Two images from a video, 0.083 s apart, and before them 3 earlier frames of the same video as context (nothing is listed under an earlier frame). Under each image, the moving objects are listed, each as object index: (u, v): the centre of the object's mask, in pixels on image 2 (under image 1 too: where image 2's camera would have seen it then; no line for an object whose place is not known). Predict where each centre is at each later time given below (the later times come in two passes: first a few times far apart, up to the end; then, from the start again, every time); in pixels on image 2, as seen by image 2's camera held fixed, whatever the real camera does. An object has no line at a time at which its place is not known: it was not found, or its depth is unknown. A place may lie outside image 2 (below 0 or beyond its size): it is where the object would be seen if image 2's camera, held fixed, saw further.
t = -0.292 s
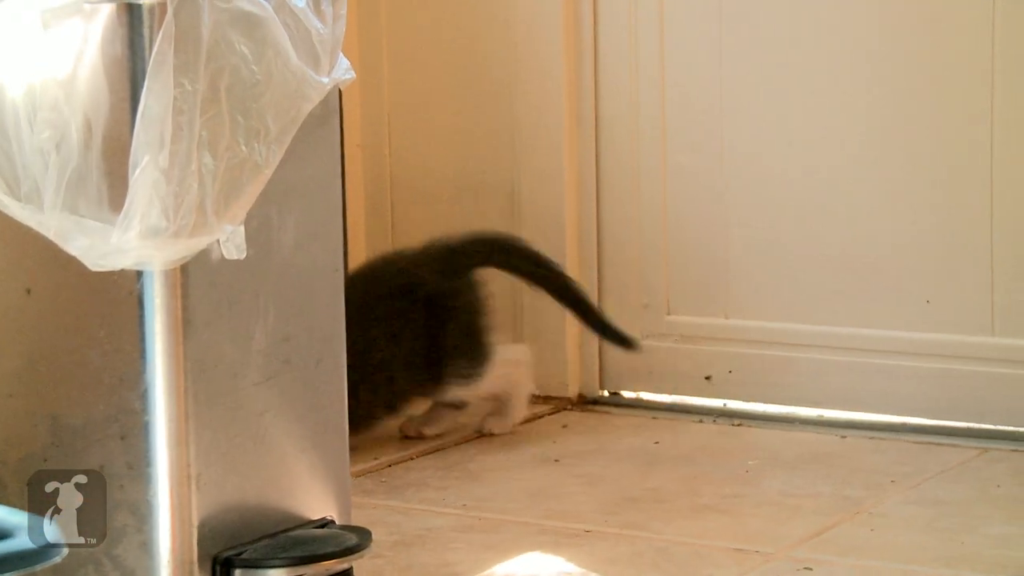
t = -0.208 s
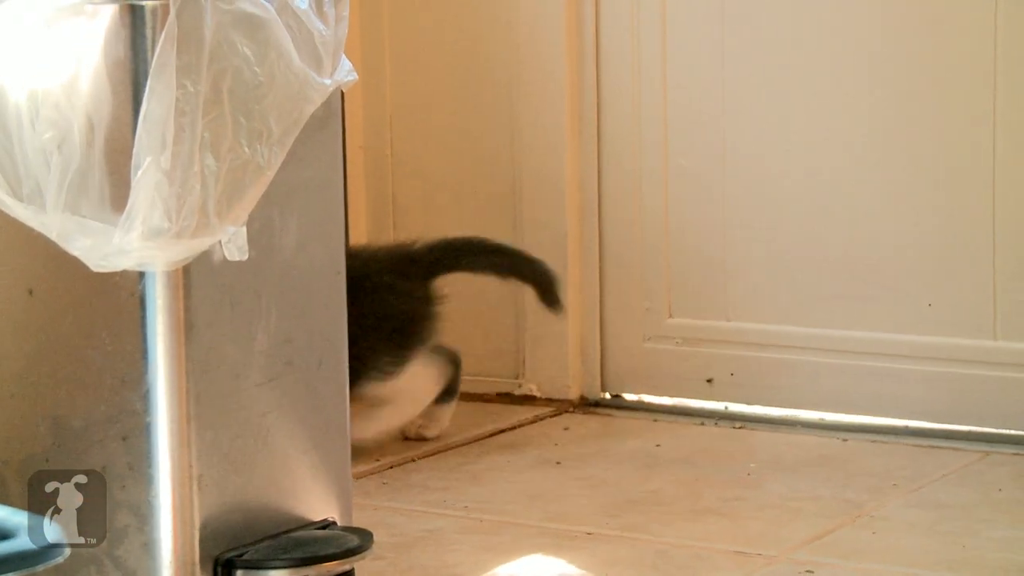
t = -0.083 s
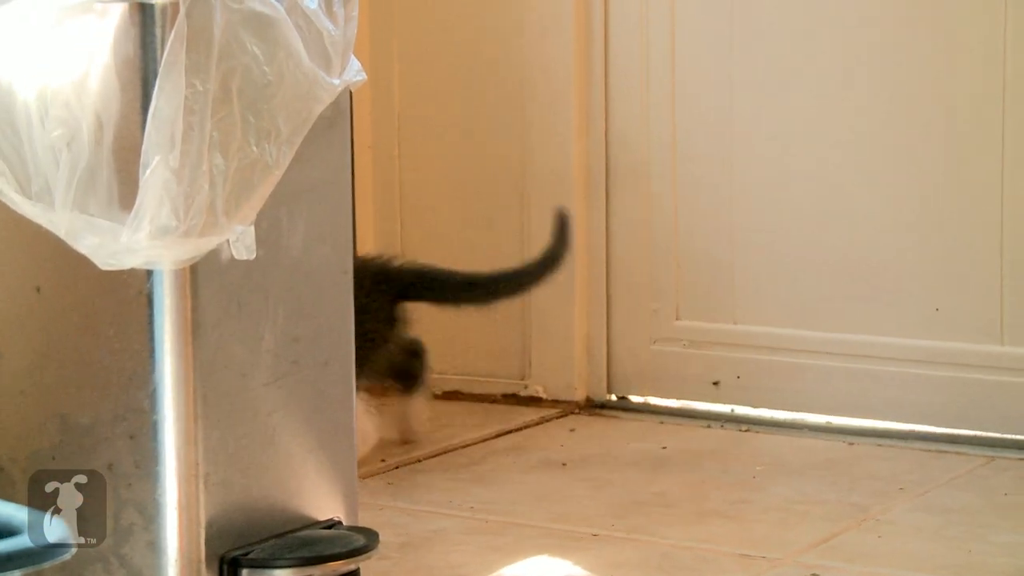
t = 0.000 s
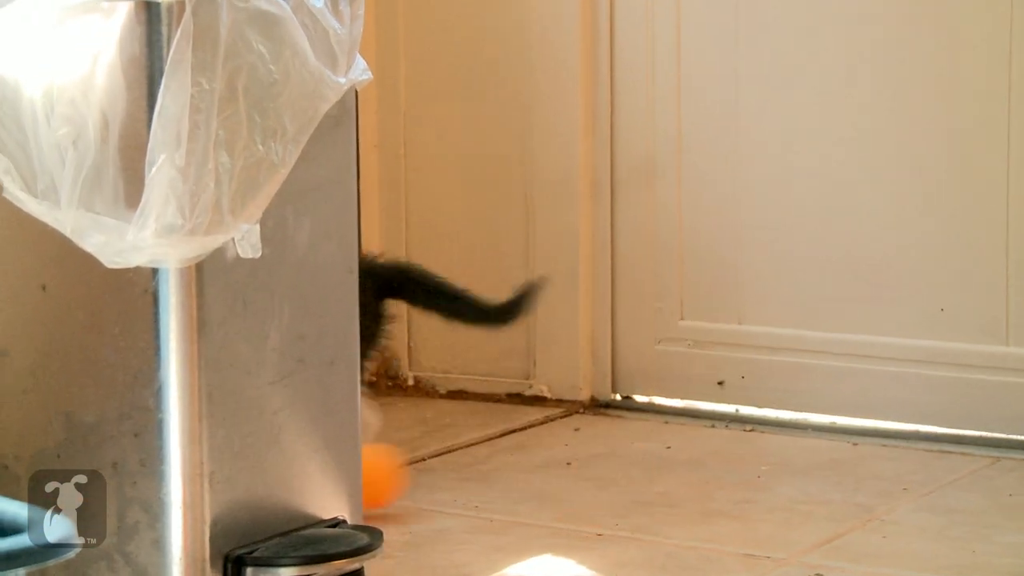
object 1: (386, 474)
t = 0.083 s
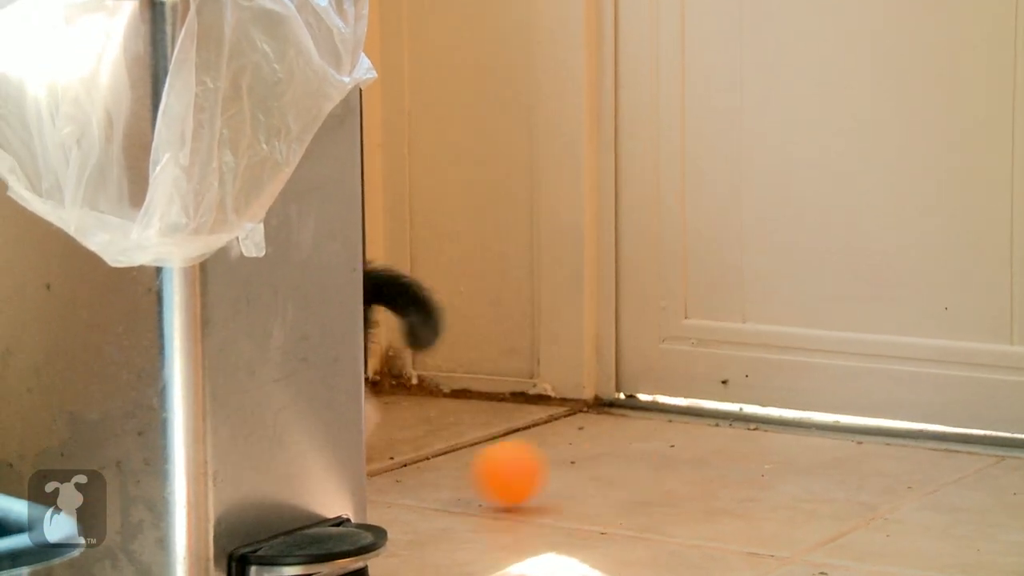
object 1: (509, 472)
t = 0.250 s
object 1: (716, 470)
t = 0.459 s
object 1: (957, 453)
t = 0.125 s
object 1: (568, 470)
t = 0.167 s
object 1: (617, 467)
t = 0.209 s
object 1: (667, 470)
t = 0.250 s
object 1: (716, 470)
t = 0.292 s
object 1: (765, 470)
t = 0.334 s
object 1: (817, 470)
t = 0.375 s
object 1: (864, 470)
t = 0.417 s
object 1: (914, 467)
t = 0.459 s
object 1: (957, 453)
